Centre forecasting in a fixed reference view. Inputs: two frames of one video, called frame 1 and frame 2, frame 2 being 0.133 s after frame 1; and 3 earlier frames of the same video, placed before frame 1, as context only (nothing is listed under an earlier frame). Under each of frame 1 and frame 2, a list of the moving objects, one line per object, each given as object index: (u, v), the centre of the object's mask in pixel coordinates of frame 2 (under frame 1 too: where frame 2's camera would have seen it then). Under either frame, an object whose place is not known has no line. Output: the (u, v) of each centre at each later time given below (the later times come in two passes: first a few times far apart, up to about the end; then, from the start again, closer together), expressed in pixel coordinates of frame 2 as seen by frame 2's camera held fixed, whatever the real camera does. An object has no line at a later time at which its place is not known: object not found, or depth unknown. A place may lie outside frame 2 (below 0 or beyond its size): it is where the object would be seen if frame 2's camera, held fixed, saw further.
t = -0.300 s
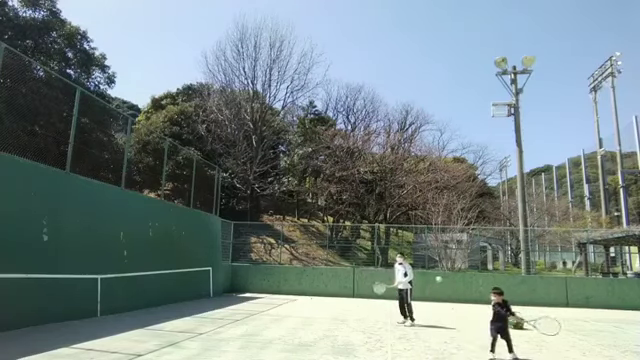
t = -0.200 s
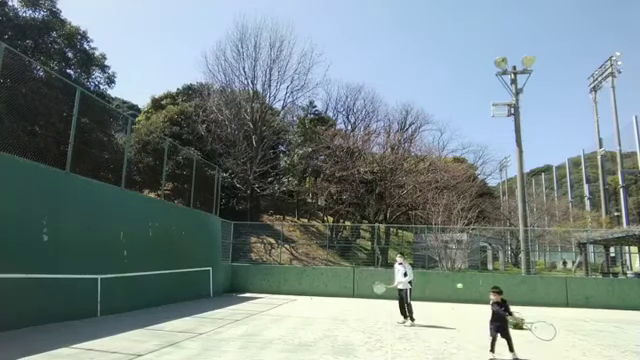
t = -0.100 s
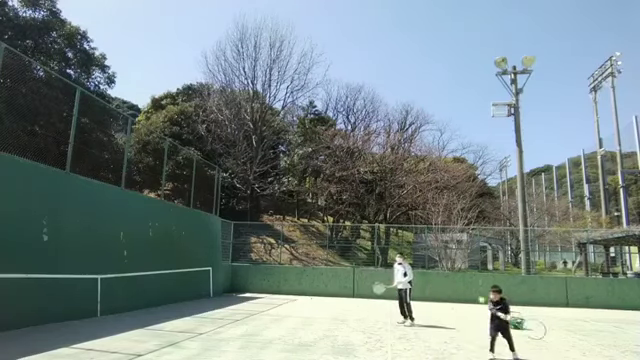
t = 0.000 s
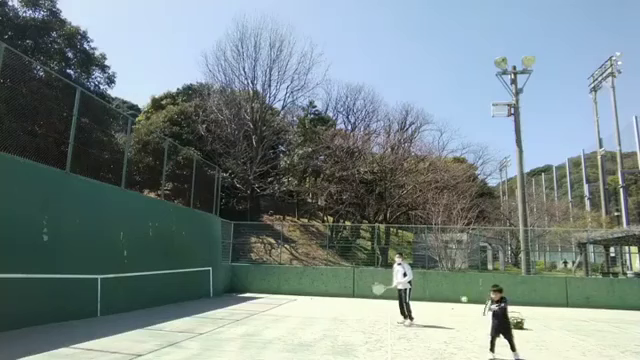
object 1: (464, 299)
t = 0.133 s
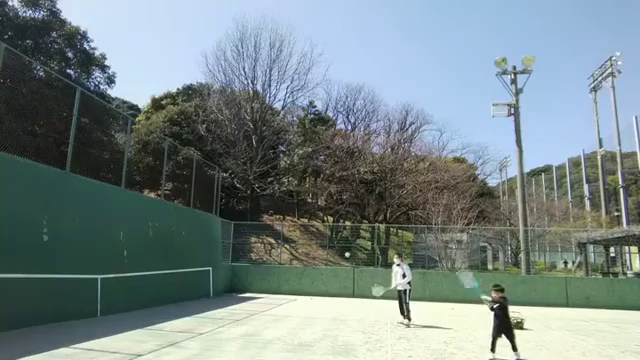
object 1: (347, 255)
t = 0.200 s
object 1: (297, 240)
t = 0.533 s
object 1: (109, 216)
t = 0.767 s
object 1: (111, 222)
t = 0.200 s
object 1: (297, 240)
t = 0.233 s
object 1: (275, 234)
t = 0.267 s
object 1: (253, 229)
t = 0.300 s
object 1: (233, 225)
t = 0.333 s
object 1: (213, 222)
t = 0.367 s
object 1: (194, 219)
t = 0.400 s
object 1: (176, 217)
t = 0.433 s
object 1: (159, 216)
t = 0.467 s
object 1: (141, 216)
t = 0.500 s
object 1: (125, 216)
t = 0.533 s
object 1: (109, 216)
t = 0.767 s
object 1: (111, 222)
